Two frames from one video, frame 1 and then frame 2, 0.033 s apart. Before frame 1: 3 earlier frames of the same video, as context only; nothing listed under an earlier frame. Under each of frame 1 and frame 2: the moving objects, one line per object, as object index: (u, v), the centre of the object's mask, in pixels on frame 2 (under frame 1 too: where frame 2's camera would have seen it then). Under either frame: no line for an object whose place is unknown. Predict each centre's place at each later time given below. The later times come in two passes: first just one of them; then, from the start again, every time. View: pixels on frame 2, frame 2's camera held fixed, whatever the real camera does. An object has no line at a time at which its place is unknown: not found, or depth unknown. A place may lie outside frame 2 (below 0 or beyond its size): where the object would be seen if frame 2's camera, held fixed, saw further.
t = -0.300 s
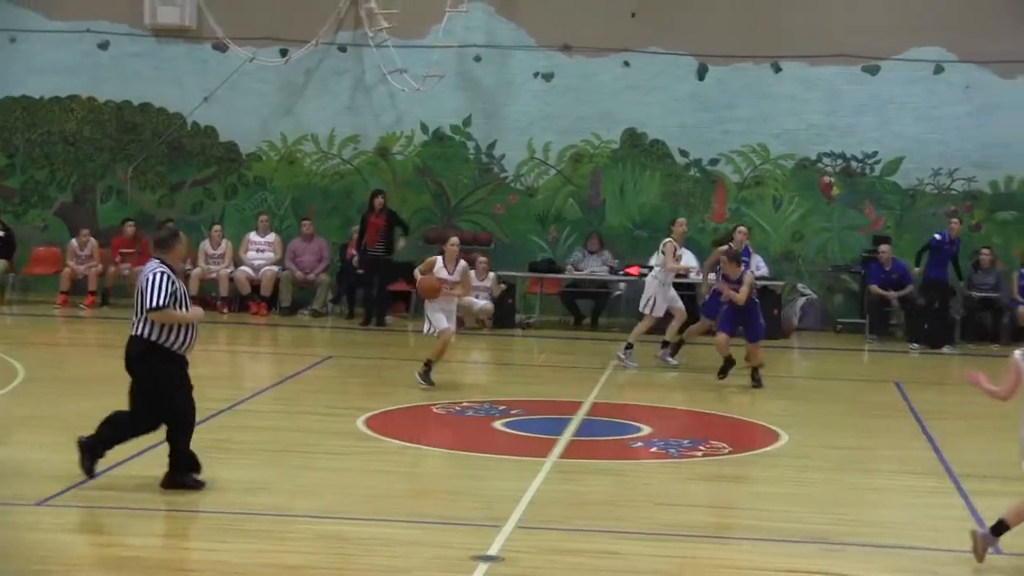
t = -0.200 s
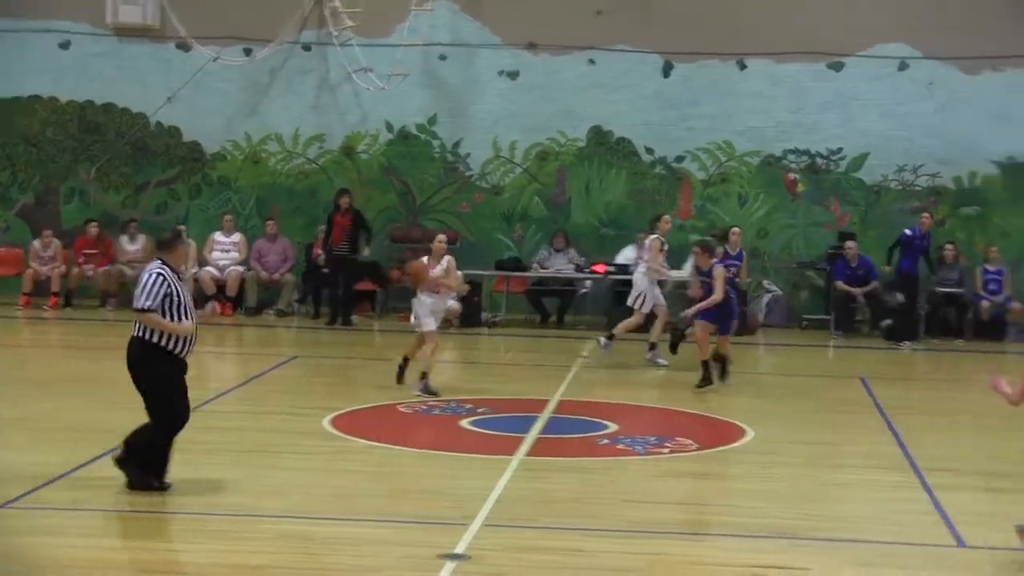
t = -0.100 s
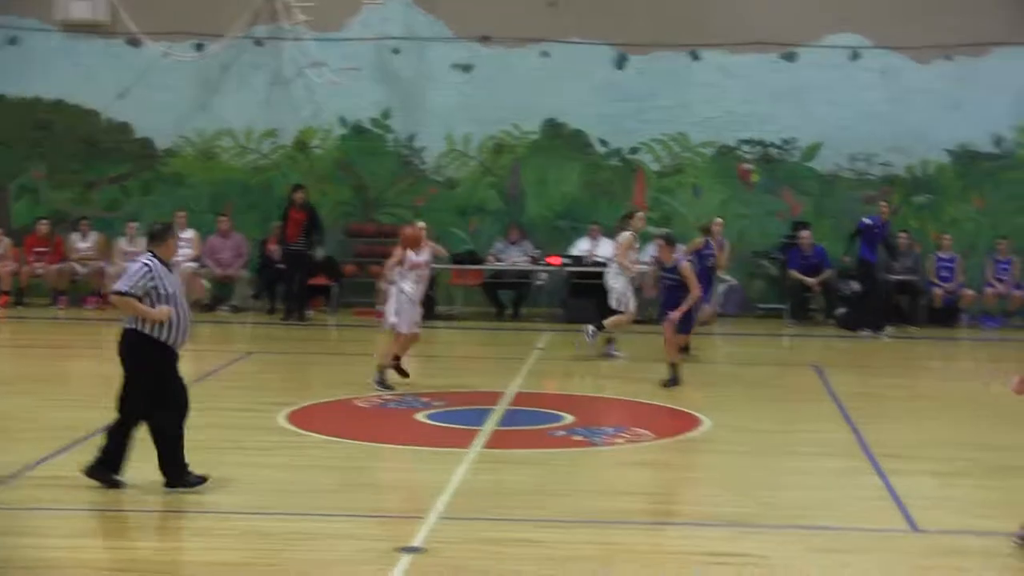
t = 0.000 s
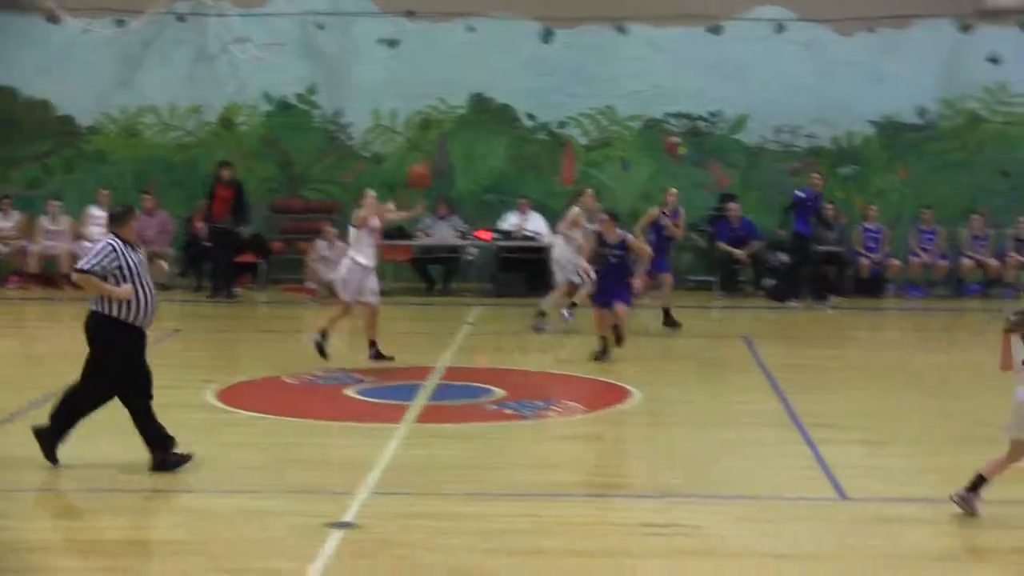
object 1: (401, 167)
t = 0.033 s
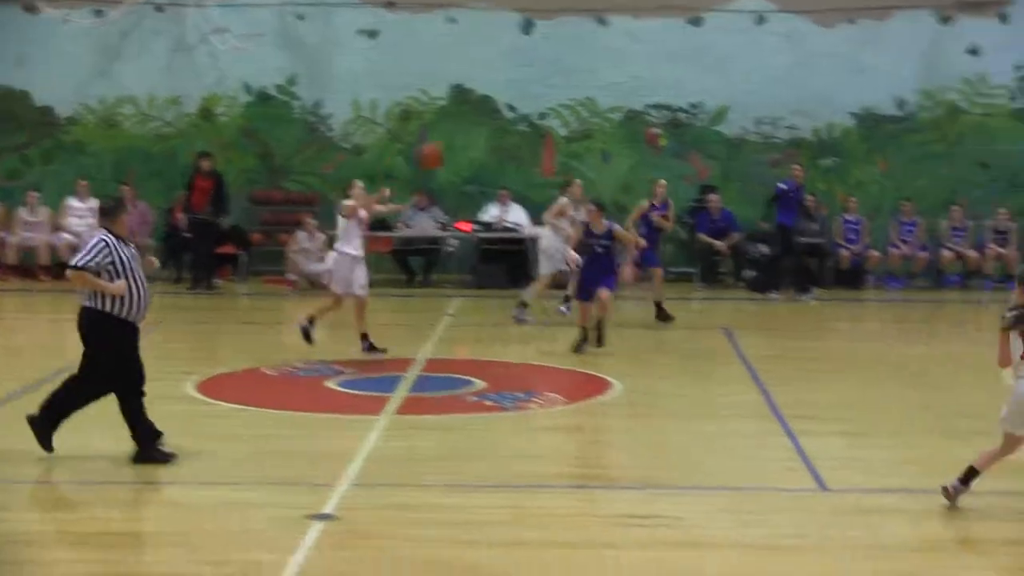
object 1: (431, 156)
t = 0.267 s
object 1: (673, 103)
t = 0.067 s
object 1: (464, 145)
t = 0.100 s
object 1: (497, 137)
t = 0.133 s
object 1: (529, 128)
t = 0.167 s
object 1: (565, 120)
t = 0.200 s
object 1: (599, 112)
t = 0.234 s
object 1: (634, 107)
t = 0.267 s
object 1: (673, 103)
